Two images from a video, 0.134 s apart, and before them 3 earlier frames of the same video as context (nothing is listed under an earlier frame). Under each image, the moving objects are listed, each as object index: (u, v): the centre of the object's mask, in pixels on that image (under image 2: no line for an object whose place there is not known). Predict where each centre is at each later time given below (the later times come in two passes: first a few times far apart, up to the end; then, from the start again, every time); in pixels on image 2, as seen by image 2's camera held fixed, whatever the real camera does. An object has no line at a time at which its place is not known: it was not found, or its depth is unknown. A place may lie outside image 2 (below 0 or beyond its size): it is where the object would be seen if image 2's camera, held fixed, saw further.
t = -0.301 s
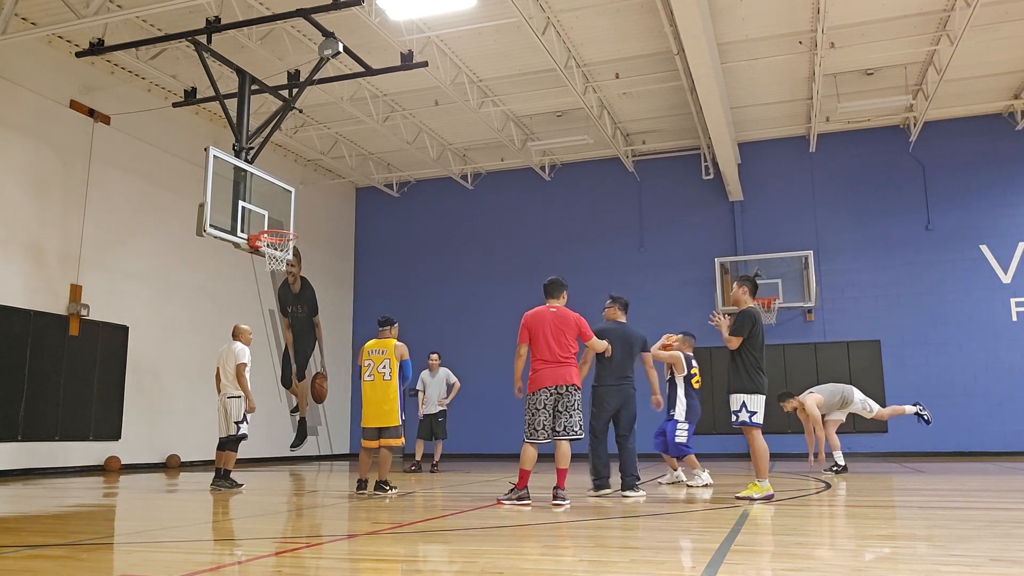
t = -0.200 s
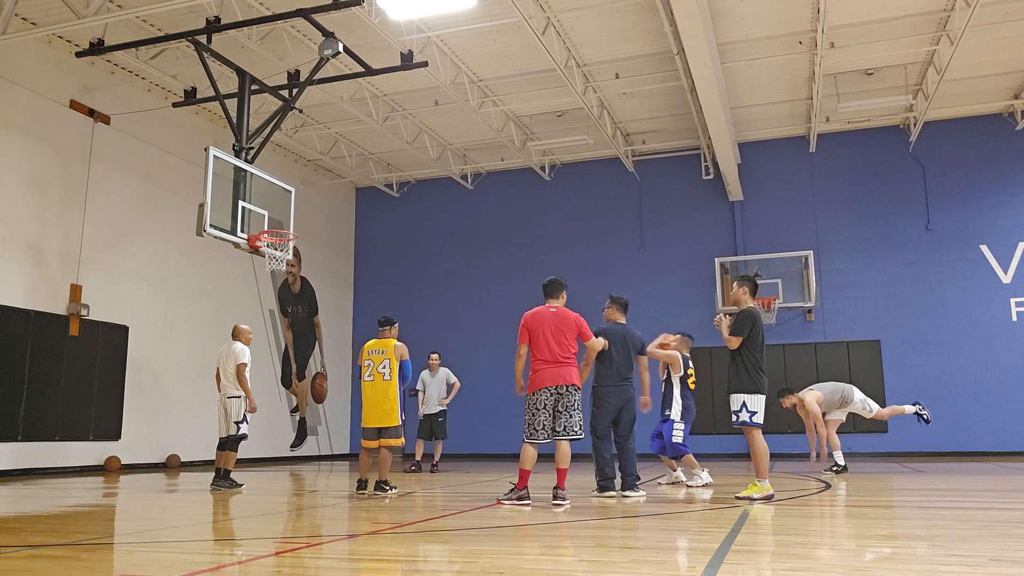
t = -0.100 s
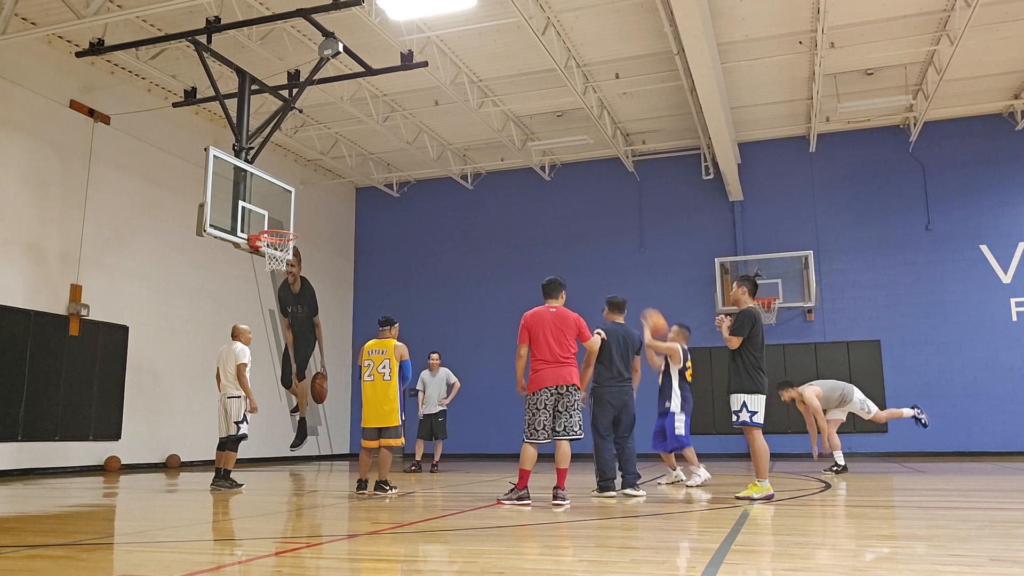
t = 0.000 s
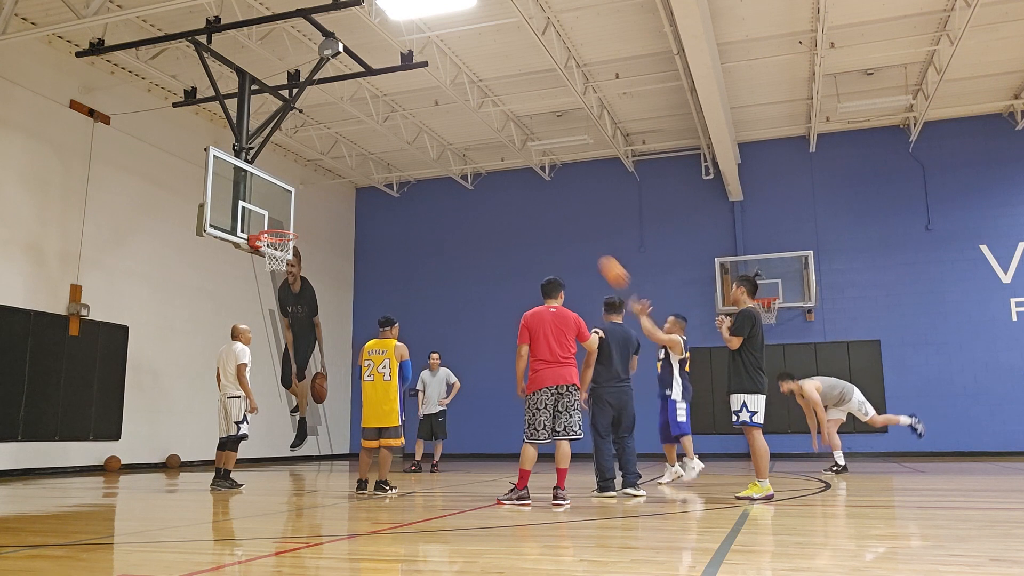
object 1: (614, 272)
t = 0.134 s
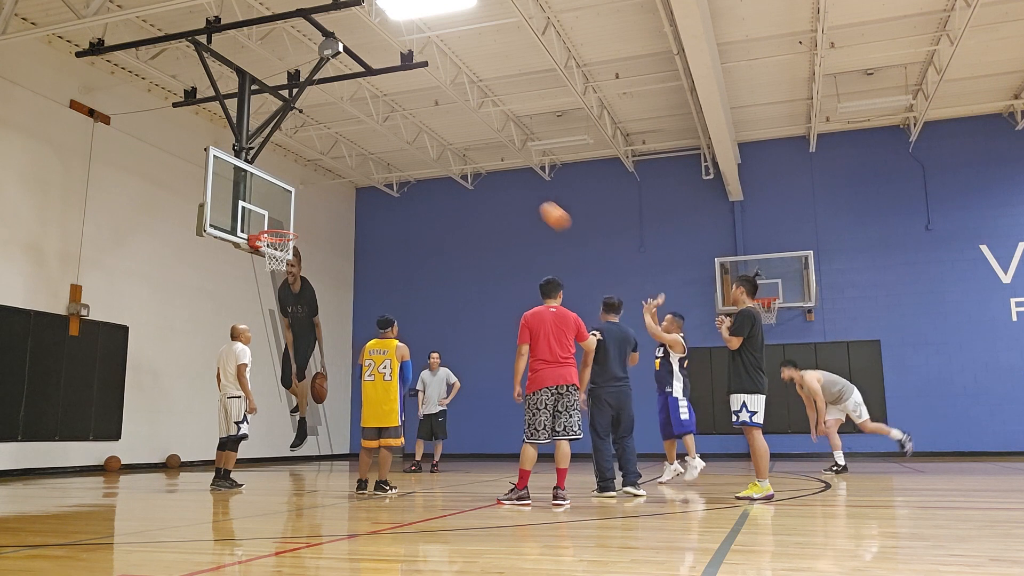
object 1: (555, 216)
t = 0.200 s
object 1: (527, 195)
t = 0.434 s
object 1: (439, 154)
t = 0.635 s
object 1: (372, 154)
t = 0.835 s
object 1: (307, 183)
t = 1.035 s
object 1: (264, 220)
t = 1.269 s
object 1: (296, 207)
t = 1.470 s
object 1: (322, 228)
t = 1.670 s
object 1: (348, 281)
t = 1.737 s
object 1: (357, 307)
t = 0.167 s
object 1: (541, 205)
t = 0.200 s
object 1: (527, 195)
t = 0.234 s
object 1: (514, 186)
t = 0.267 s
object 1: (501, 178)
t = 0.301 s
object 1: (488, 172)
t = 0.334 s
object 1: (475, 166)
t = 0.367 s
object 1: (463, 161)
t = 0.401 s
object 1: (451, 157)
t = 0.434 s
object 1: (439, 154)
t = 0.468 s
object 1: (428, 152)
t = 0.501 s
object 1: (416, 151)
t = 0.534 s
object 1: (405, 151)
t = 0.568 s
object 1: (393, 152)
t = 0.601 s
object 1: (382, 153)
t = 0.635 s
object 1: (372, 154)
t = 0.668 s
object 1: (365, 157)
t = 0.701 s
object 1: (350, 161)
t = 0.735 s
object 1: (339, 165)
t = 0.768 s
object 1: (329, 170)
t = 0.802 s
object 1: (317, 177)
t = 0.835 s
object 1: (307, 183)
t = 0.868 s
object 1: (297, 190)
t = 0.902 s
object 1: (284, 199)
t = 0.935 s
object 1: (276, 207)
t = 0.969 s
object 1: (267, 217)
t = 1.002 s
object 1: (259, 224)
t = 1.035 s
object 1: (264, 220)
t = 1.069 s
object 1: (269, 215)
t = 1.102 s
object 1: (274, 212)
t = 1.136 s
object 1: (278, 209)
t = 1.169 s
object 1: (282, 208)
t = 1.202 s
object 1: (287, 207)
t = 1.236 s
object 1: (291, 207)
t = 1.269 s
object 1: (296, 207)
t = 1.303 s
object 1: (301, 209)
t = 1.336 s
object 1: (305, 211)
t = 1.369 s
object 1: (309, 214)
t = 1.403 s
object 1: (313, 218)
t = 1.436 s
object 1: (318, 223)
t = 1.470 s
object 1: (322, 228)
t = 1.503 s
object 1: (326, 235)
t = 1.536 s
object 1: (331, 242)
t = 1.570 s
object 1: (335, 251)
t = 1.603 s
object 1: (339, 260)
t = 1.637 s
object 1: (343, 270)
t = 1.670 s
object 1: (348, 281)
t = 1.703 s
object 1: (353, 293)
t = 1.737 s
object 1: (357, 307)
